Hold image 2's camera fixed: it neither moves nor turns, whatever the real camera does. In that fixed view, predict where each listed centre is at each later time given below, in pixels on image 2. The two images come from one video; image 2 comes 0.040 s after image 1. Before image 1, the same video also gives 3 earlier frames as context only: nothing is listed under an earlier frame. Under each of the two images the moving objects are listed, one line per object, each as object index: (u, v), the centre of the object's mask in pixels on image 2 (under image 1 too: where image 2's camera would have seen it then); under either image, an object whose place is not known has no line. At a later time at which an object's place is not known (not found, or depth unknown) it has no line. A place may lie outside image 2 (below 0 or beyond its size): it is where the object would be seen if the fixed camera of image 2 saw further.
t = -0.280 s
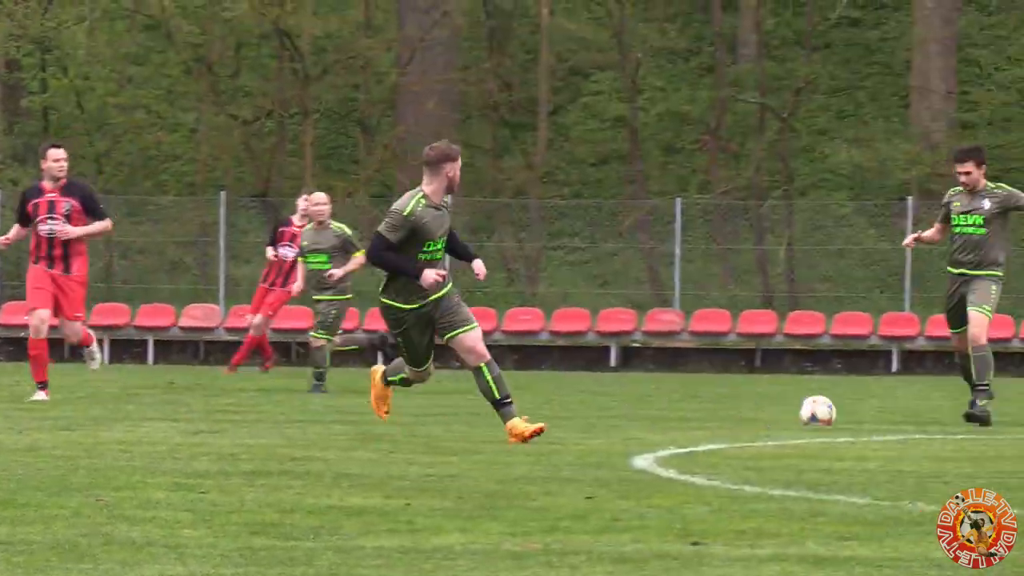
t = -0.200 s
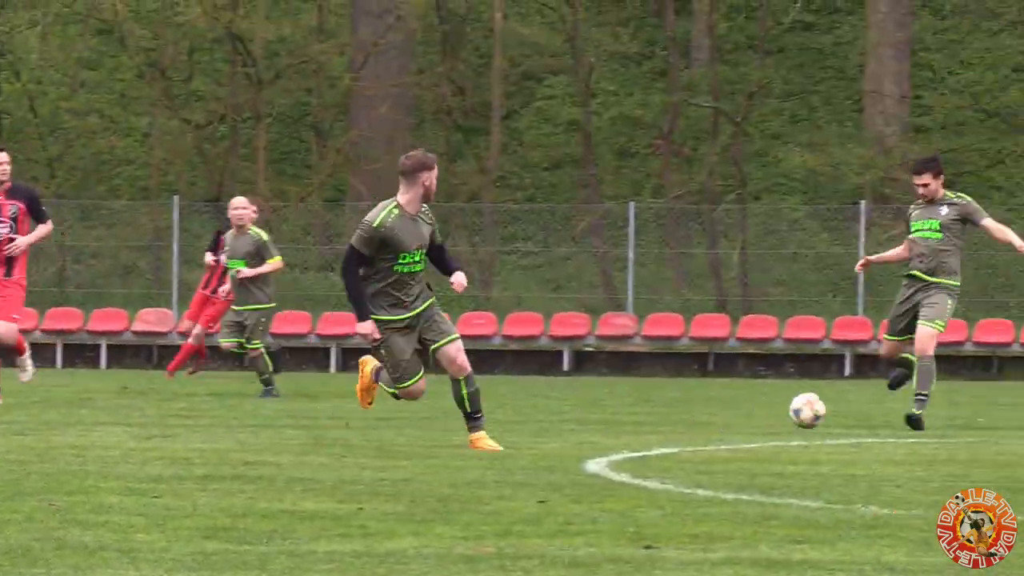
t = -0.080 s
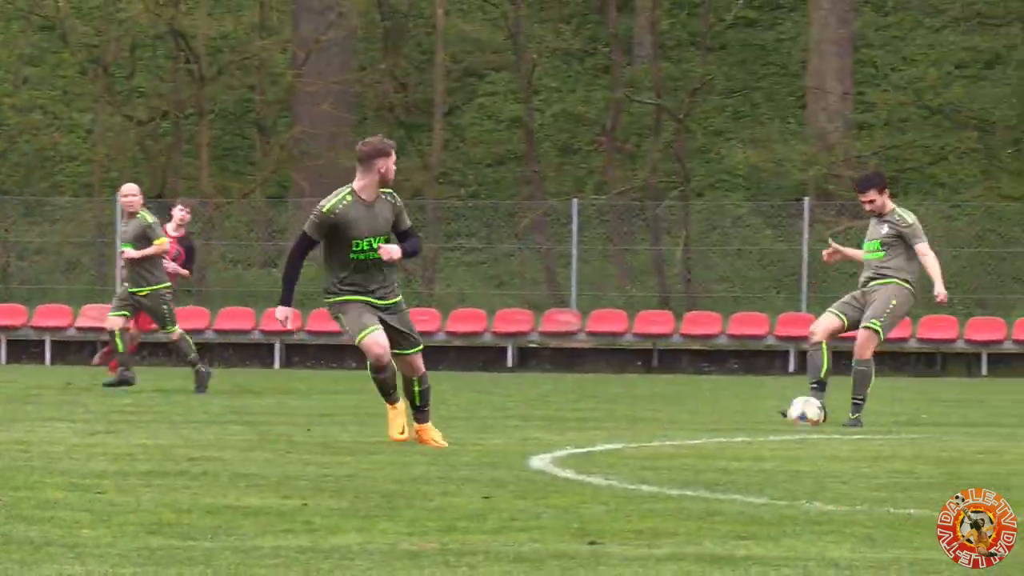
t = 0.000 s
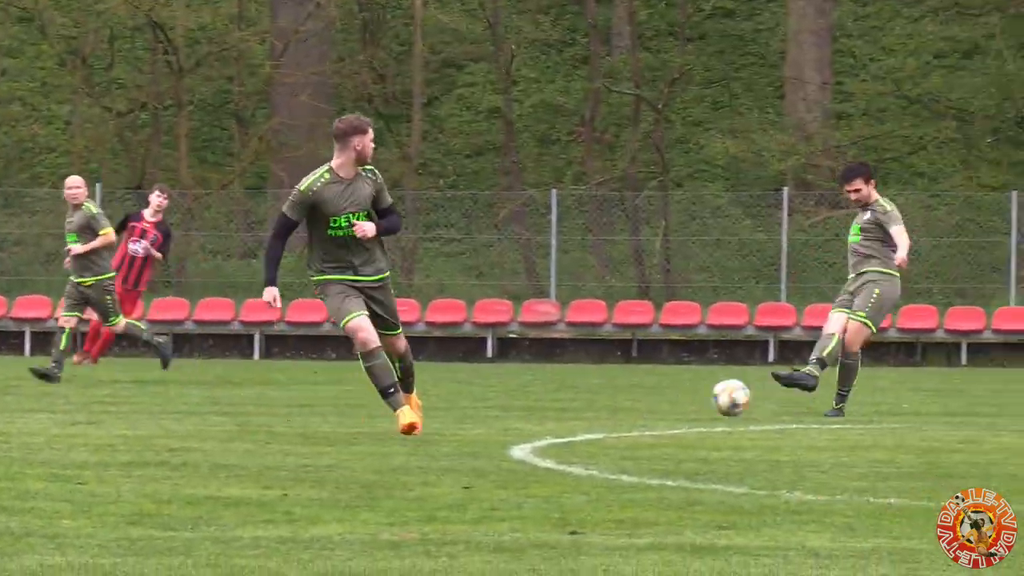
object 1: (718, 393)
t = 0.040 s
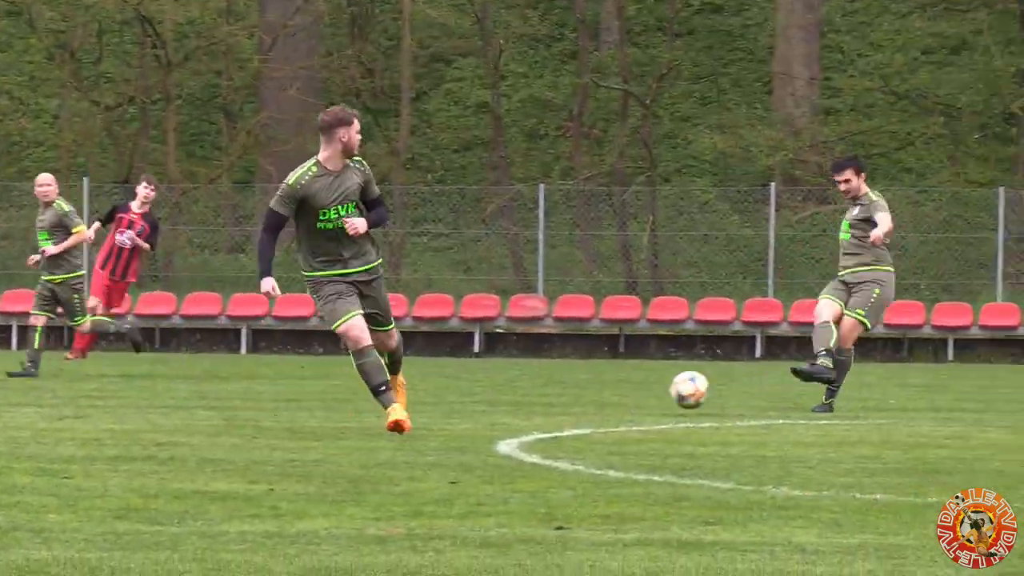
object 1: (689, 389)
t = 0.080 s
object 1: (663, 390)
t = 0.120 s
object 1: (633, 393)
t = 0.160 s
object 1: (603, 401)
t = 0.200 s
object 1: (573, 411)
